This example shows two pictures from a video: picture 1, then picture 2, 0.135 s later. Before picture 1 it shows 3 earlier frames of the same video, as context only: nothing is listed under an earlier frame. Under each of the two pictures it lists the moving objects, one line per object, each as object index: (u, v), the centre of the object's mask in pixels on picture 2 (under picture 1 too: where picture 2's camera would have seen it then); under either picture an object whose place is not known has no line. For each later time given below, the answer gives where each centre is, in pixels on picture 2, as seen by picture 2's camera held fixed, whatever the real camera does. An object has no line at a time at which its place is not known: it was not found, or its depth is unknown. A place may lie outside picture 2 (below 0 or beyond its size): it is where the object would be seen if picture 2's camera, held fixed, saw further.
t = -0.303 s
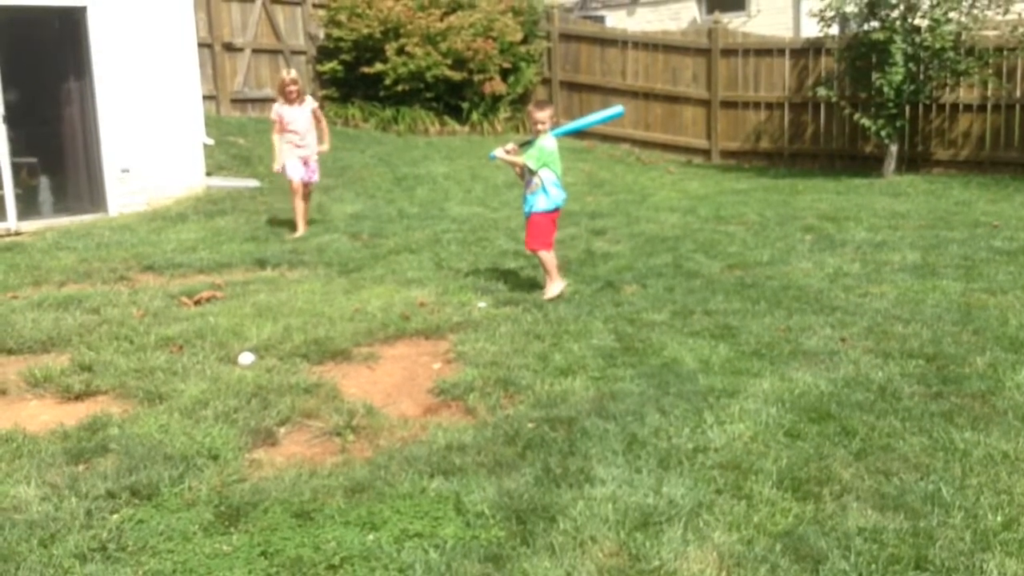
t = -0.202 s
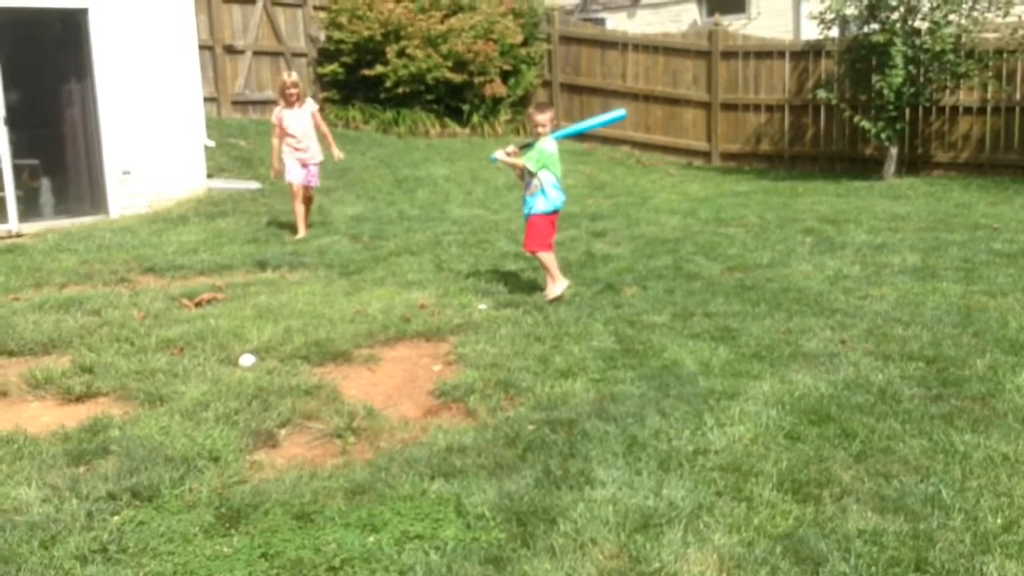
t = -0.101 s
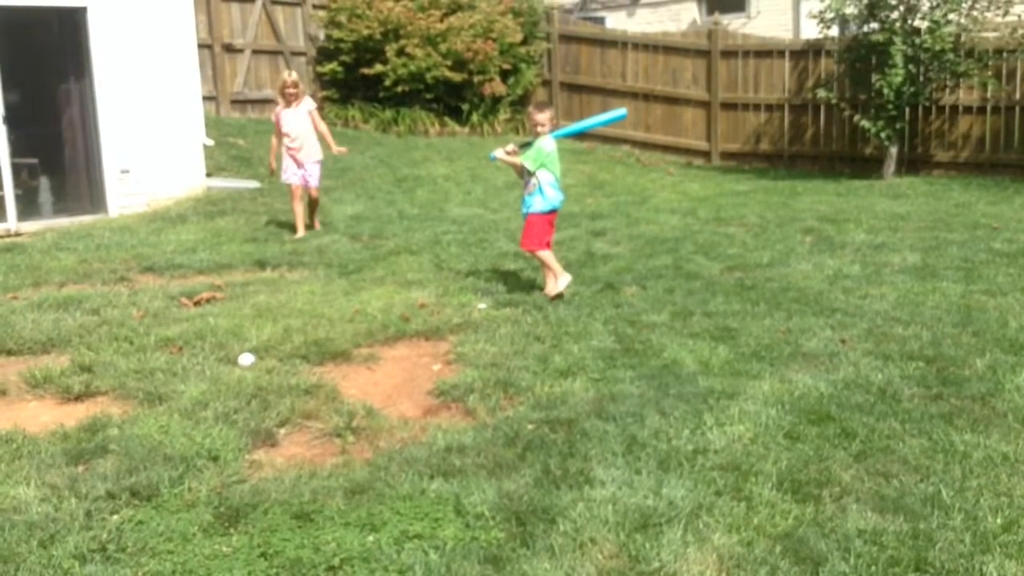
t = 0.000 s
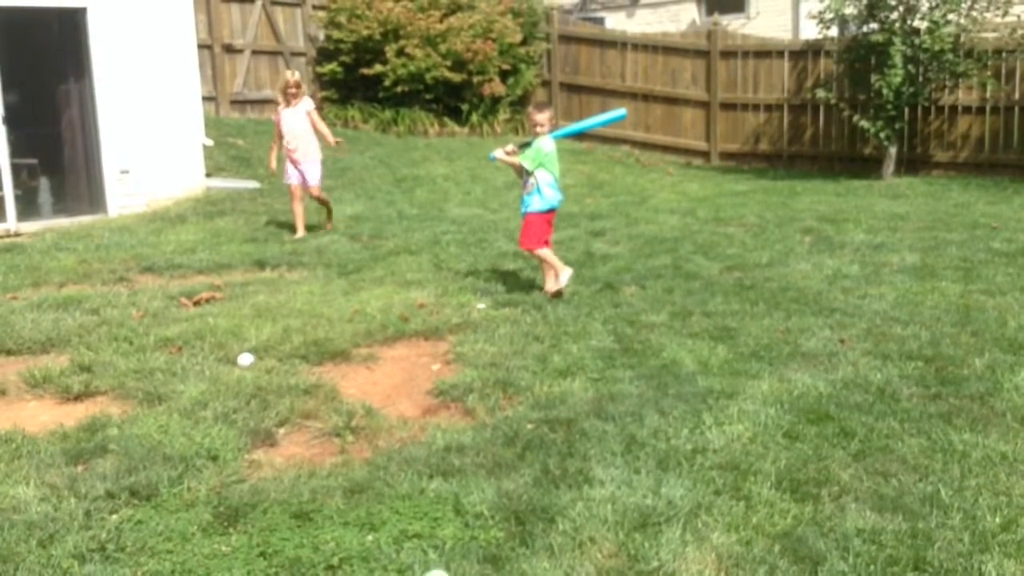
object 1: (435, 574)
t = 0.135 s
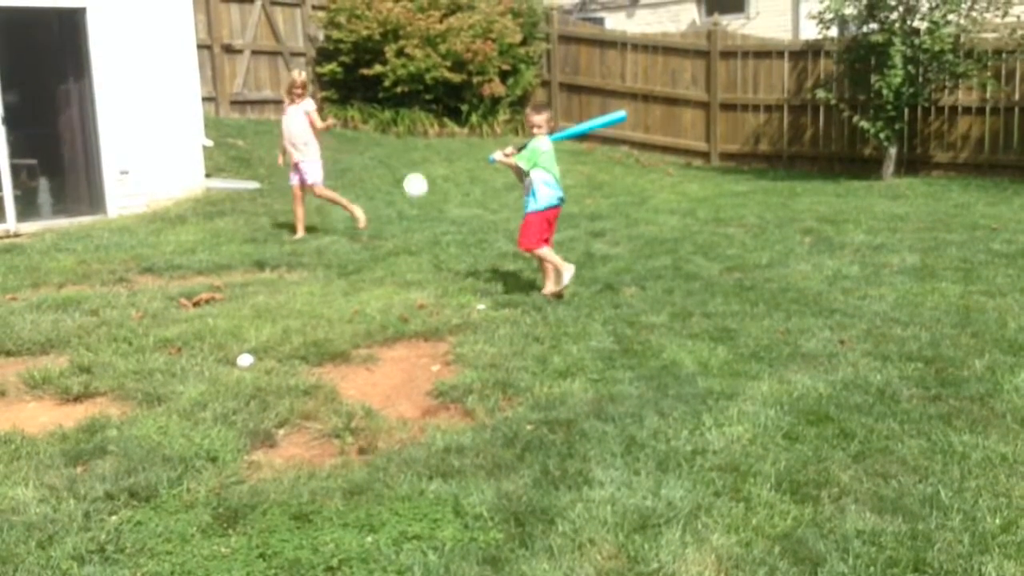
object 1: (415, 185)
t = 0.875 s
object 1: (365, 165)
